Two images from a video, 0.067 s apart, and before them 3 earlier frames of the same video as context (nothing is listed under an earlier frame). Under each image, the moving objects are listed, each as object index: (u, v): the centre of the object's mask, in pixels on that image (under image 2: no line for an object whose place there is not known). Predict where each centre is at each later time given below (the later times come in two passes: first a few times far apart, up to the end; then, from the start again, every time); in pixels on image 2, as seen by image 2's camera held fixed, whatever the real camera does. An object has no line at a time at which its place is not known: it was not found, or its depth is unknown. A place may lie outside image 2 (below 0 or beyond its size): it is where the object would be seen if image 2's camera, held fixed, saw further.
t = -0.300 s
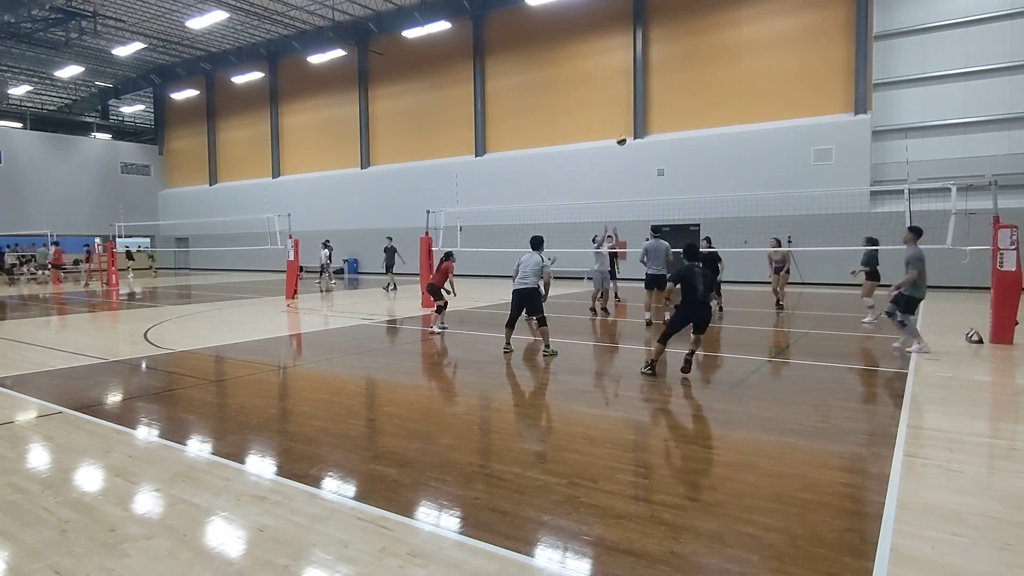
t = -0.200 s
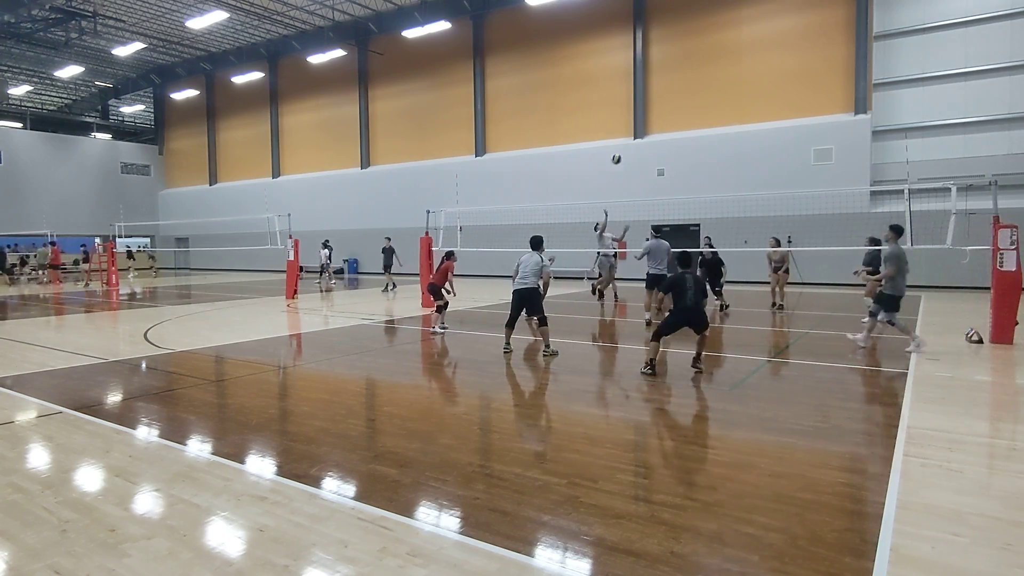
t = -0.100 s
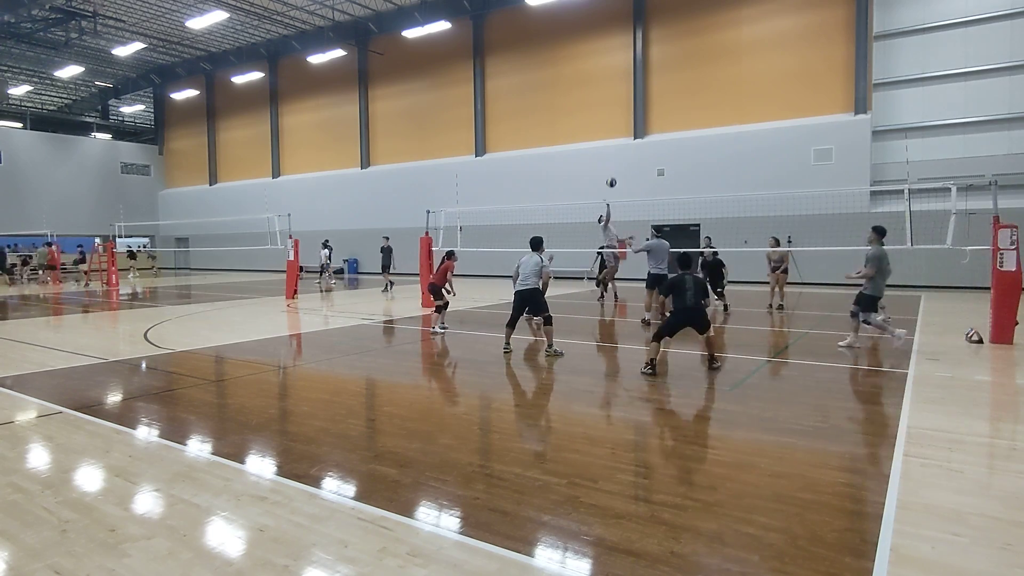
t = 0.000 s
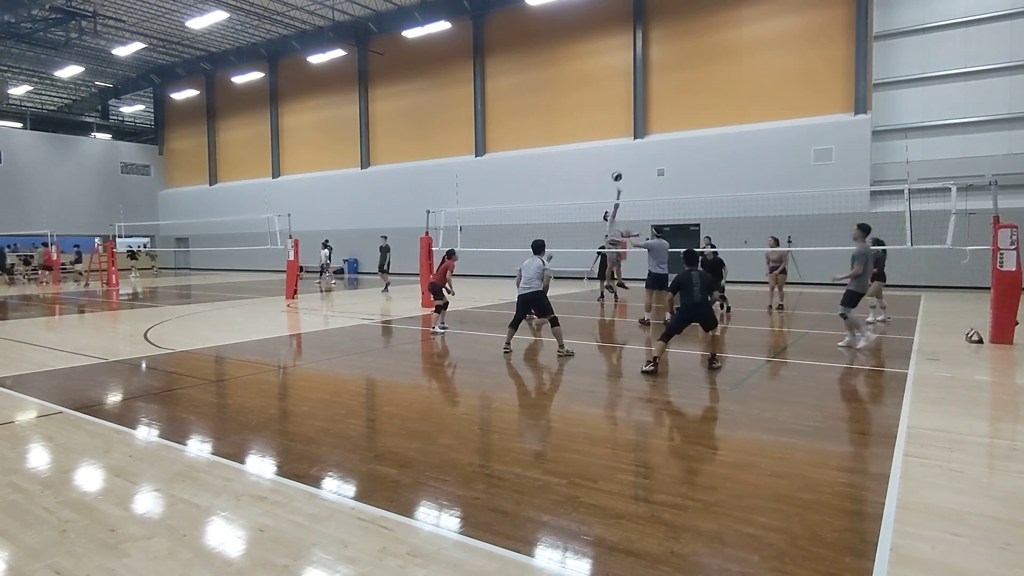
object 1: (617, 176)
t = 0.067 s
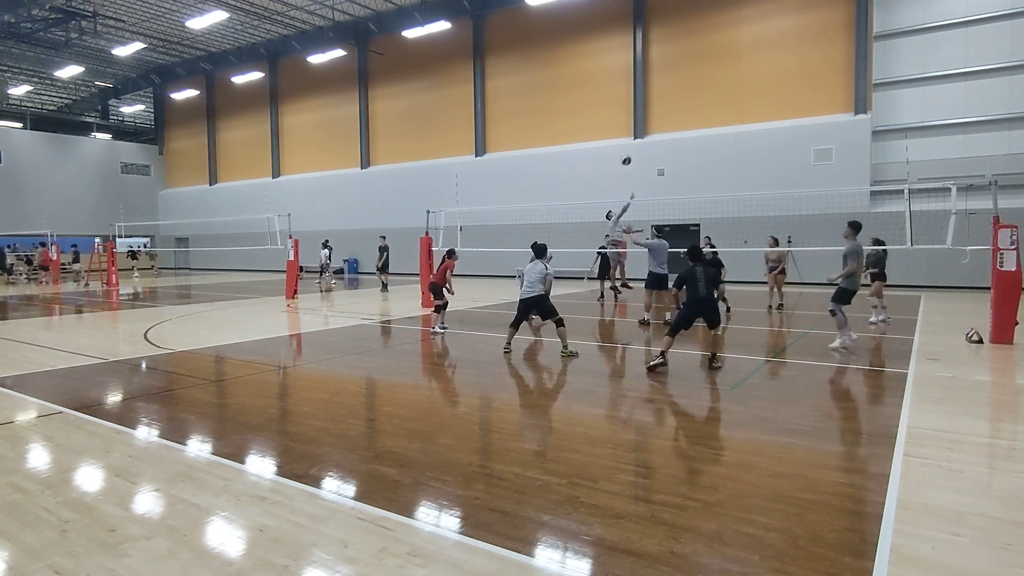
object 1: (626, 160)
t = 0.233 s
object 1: (649, 129)
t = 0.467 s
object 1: (683, 107)
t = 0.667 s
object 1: (712, 111)
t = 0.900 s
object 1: (747, 143)
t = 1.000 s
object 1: (761, 164)
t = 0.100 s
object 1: (631, 153)
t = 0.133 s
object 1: (636, 146)
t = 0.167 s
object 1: (640, 139)
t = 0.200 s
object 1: (644, 133)
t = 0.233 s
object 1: (649, 129)
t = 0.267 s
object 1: (654, 124)
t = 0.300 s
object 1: (659, 120)
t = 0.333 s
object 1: (663, 116)
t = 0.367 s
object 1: (668, 113)
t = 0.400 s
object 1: (673, 111)
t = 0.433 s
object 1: (677, 108)
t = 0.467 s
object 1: (683, 107)
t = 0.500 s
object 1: (687, 106)
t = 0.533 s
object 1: (692, 106)
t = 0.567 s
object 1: (697, 107)
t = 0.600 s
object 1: (702, 107)
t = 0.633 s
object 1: (707, 109)
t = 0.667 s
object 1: (712, 111)
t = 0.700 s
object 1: (716, 113)
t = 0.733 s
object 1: (722, 117)
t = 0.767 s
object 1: (726, 121)
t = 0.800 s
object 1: (731, 125)
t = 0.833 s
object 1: (736, 130)
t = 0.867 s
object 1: (741, 136)
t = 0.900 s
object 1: (747, 143)
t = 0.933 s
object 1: (751, 149)
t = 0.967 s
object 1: (756, 157)
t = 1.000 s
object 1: (761, 164)
